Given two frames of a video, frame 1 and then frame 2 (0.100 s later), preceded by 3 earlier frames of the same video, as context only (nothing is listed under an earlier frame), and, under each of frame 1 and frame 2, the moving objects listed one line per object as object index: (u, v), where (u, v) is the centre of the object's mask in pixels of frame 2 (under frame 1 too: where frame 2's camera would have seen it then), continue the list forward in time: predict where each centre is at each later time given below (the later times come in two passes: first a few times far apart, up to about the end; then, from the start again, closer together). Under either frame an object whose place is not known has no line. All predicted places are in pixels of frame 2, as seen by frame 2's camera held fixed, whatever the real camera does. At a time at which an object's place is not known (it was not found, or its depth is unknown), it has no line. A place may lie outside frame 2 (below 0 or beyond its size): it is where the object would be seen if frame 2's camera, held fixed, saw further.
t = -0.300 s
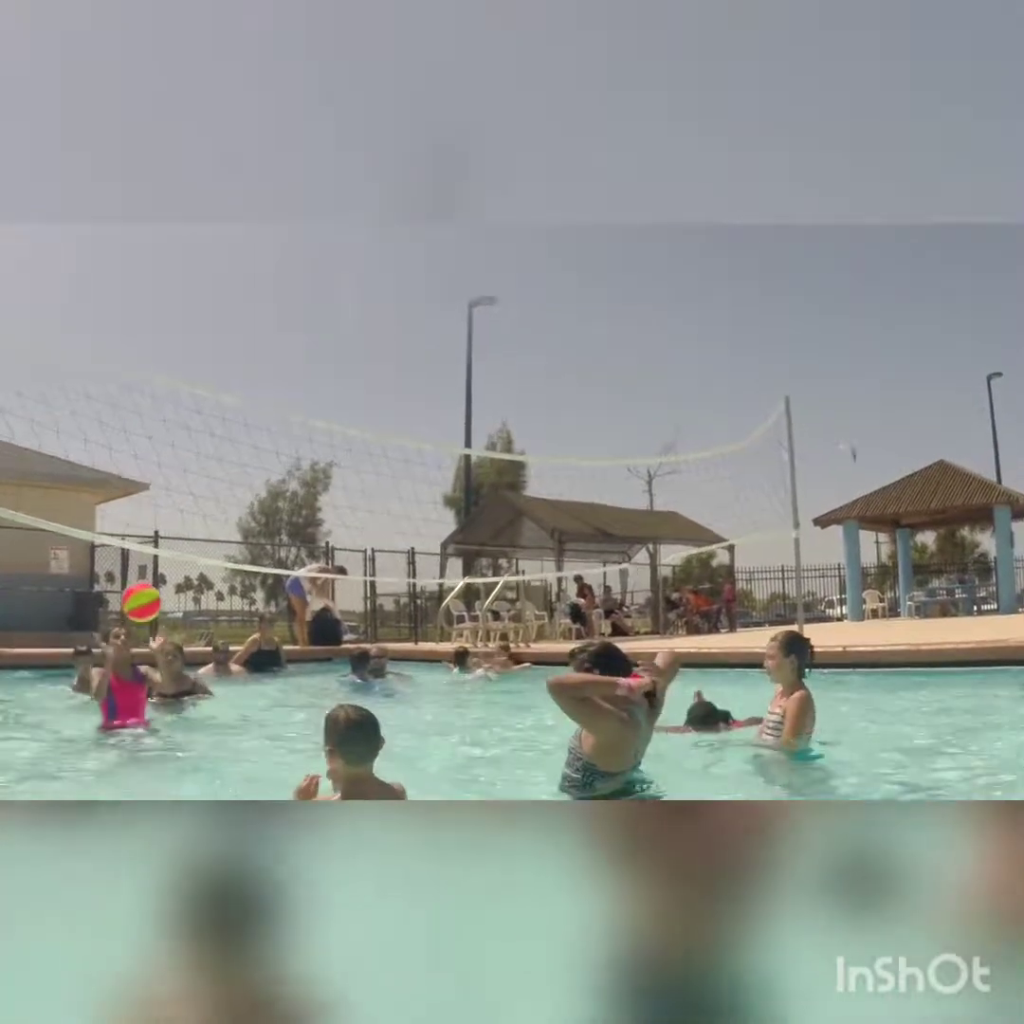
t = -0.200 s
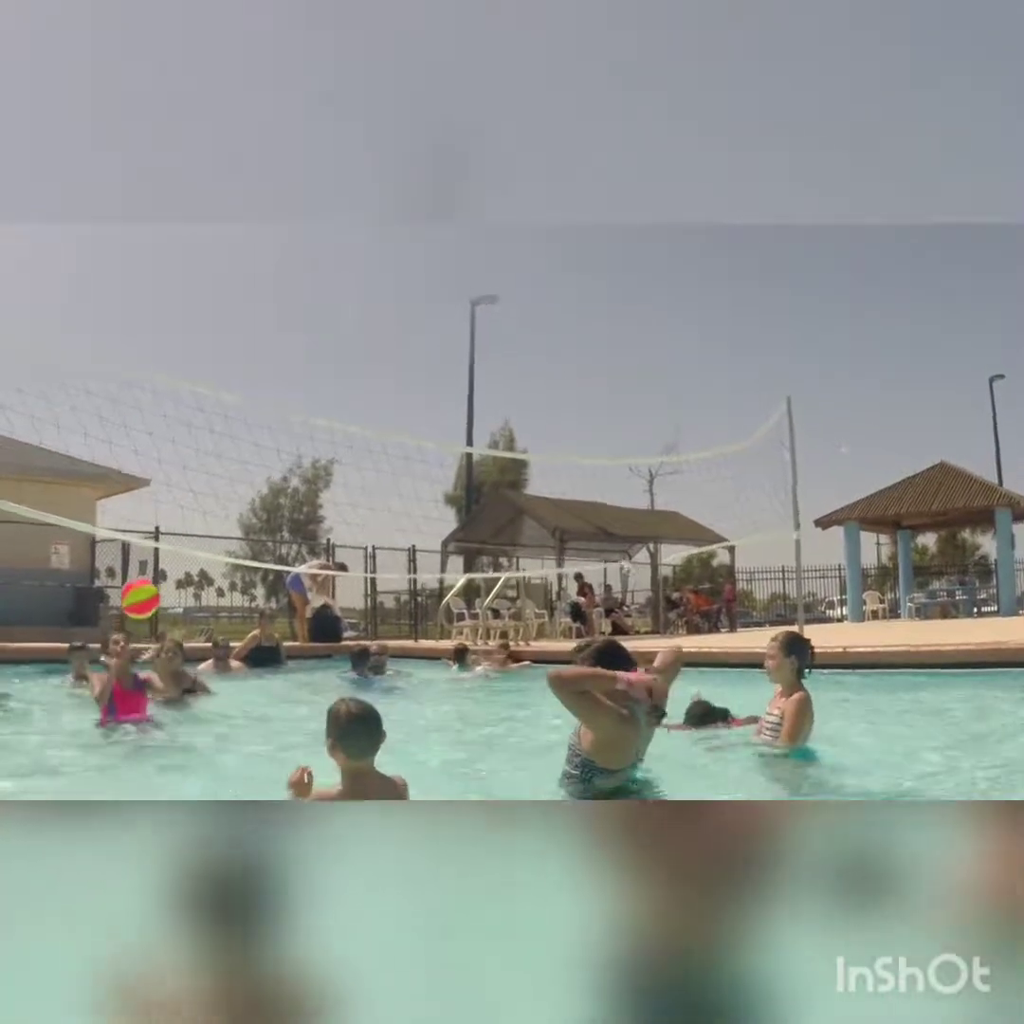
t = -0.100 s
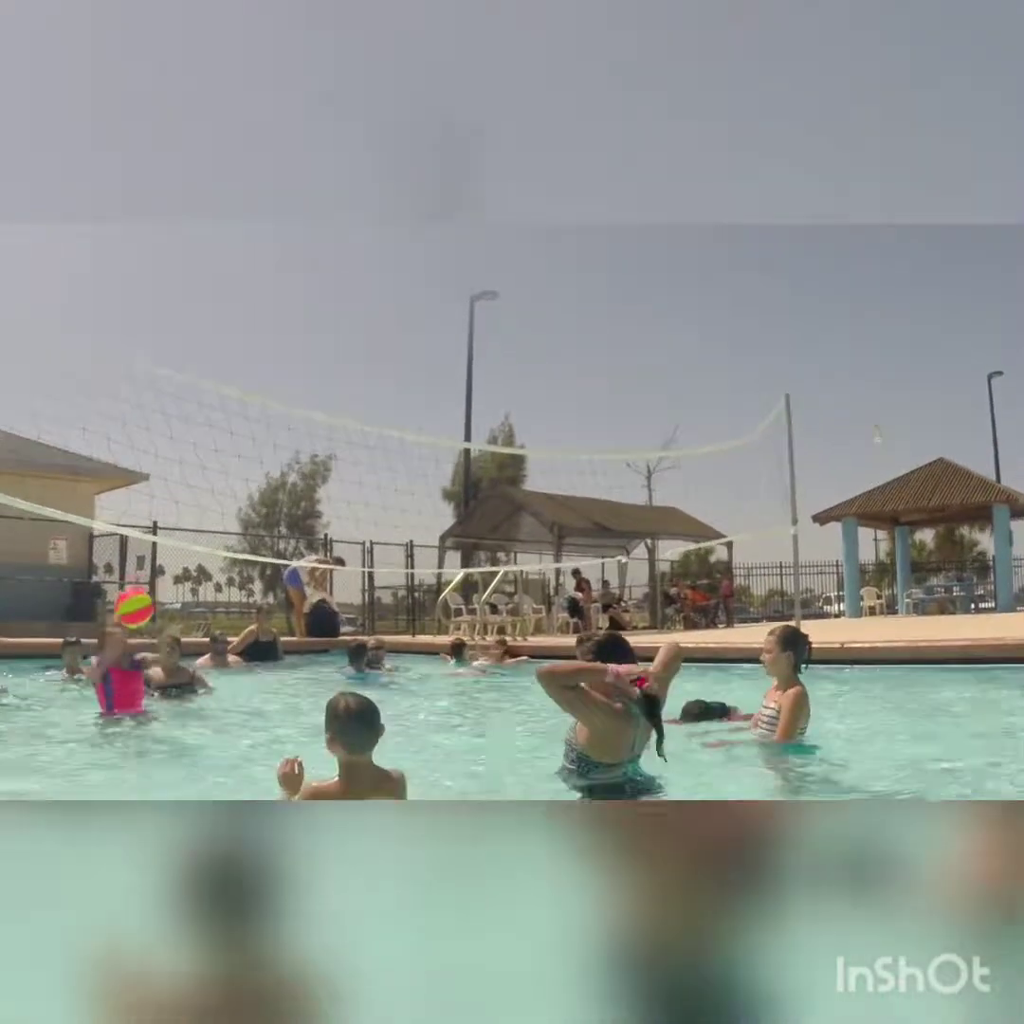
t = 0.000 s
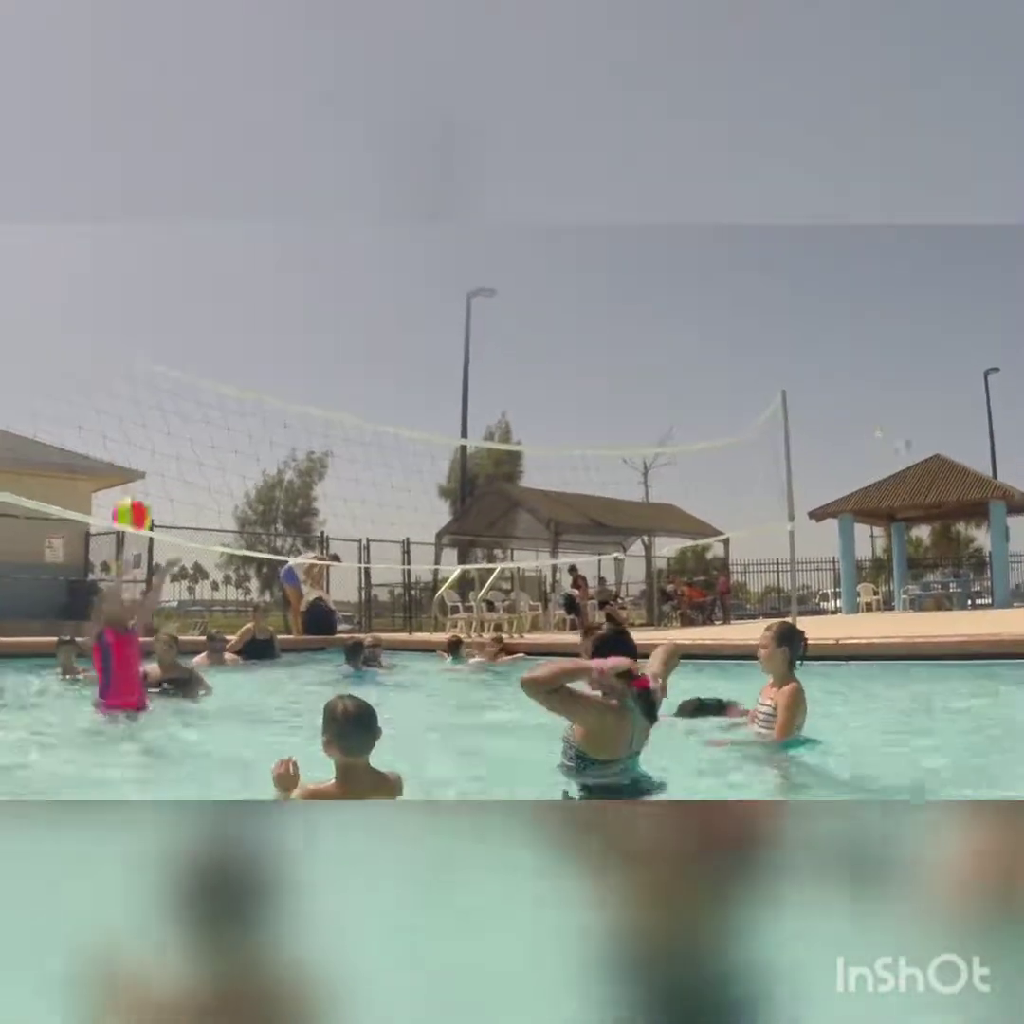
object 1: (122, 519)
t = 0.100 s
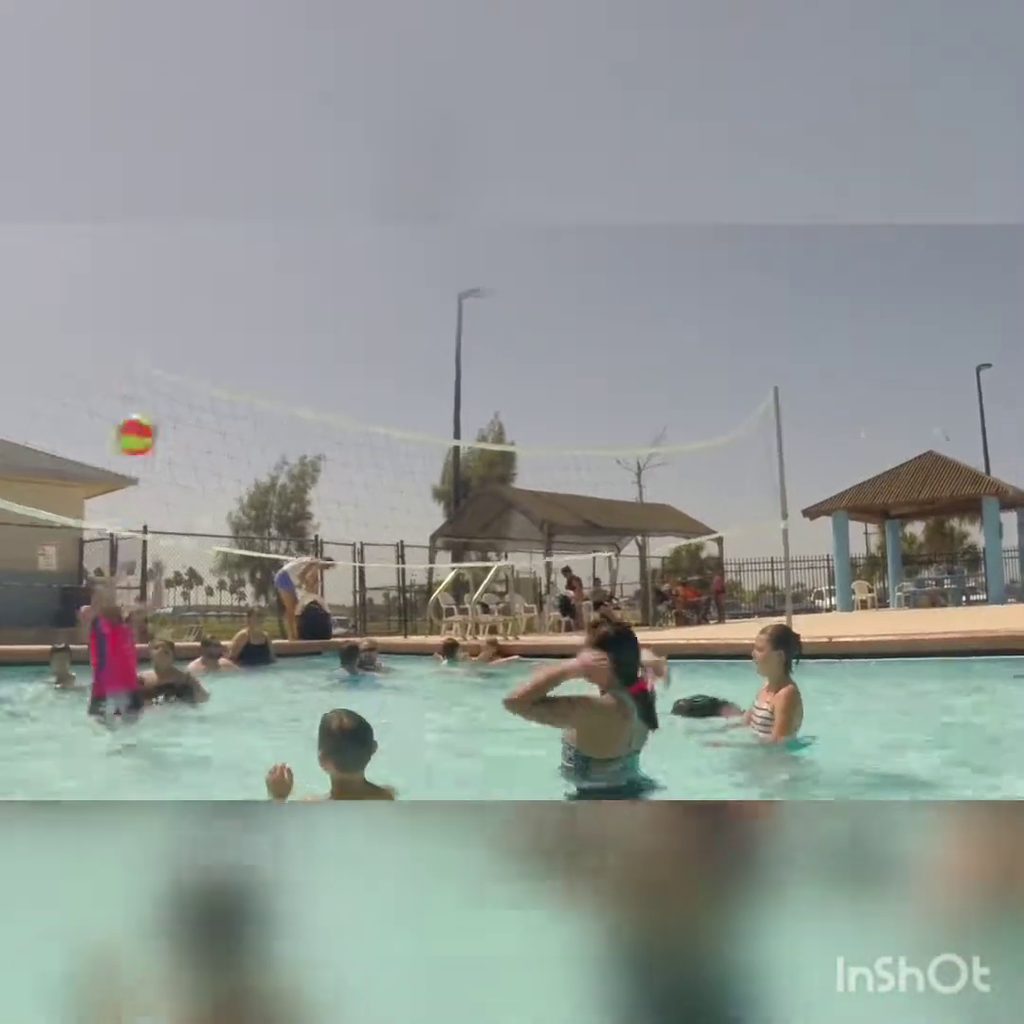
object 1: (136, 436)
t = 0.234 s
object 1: (156, 354)
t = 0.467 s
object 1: (196, 334)
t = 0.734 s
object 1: (183, 472)
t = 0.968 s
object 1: (131, 635)
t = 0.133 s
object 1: (141, 409)
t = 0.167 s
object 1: (145, 385)
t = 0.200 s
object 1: (151, 366)
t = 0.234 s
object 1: (156, 354)
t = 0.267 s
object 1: (164, 342)
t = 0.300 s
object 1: (172, 335)
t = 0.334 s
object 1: (177, 330)
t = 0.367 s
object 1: (185, 327)
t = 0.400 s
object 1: (190, 326)
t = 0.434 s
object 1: (194, 329)
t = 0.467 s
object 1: (196, 334)
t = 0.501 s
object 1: (199, 341)
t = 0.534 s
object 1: (197, 353)
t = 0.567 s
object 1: (195, 366)
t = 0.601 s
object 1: (191, 387)
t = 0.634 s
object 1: (189, 402)
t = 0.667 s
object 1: (186, 425)
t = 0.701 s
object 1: (185, 449)
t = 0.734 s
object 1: (183, 472)
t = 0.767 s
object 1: (177, 499)
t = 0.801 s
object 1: (169, 524)
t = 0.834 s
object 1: (161, 551)
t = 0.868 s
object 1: (154, 570)
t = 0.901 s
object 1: (144, 597)
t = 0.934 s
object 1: (138, 614)
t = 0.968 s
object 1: (131, 635)
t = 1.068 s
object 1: (112, 711)
